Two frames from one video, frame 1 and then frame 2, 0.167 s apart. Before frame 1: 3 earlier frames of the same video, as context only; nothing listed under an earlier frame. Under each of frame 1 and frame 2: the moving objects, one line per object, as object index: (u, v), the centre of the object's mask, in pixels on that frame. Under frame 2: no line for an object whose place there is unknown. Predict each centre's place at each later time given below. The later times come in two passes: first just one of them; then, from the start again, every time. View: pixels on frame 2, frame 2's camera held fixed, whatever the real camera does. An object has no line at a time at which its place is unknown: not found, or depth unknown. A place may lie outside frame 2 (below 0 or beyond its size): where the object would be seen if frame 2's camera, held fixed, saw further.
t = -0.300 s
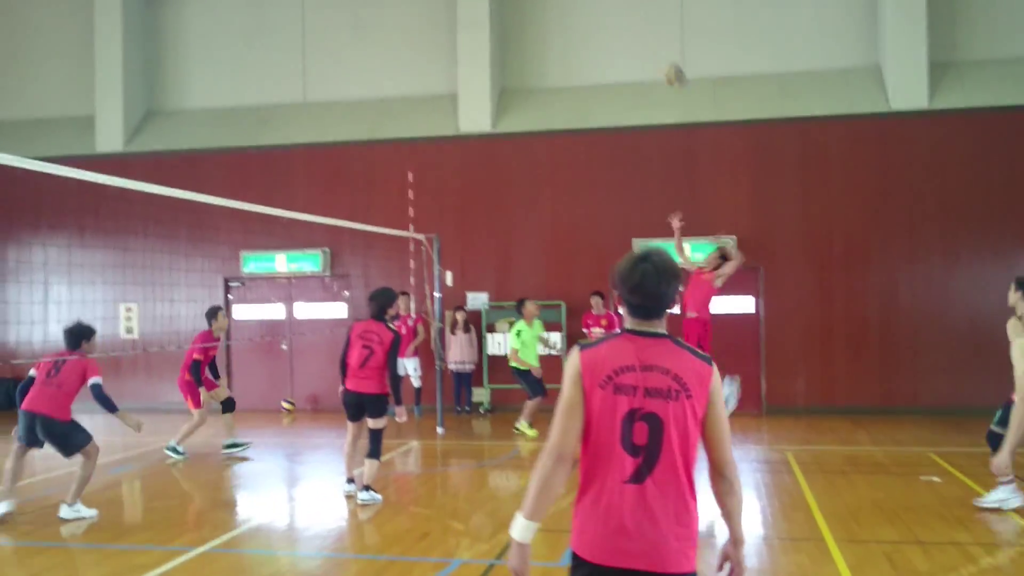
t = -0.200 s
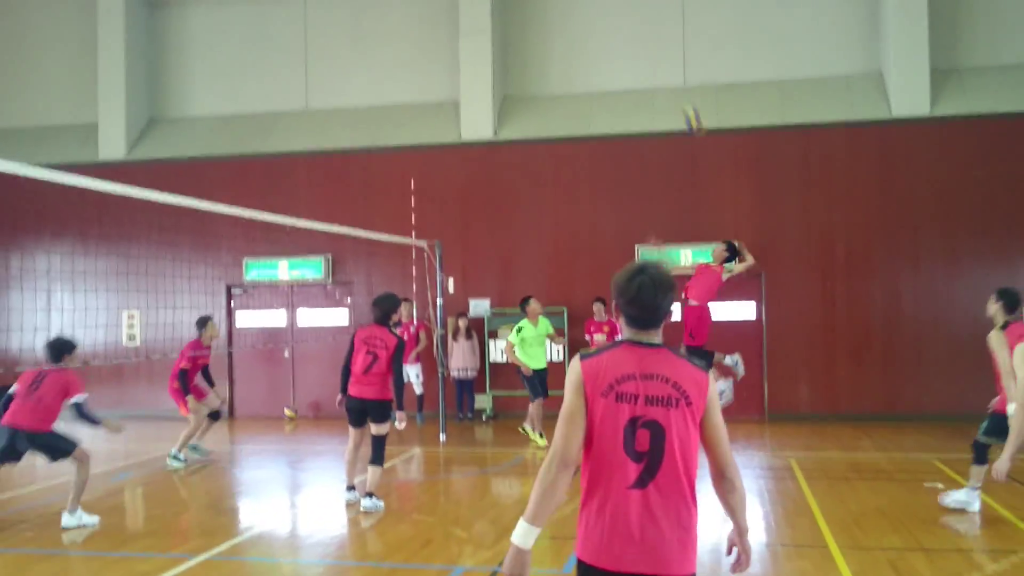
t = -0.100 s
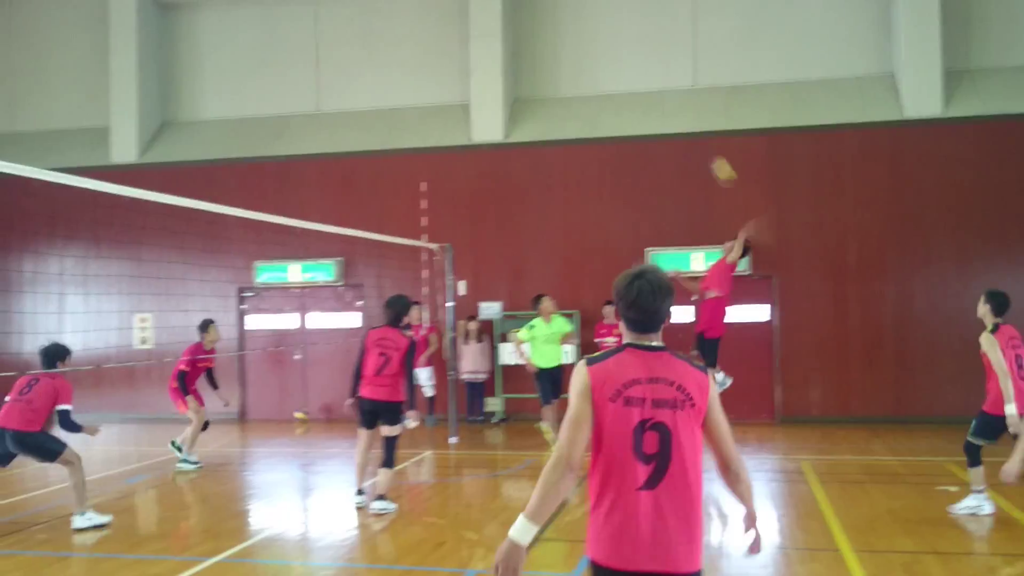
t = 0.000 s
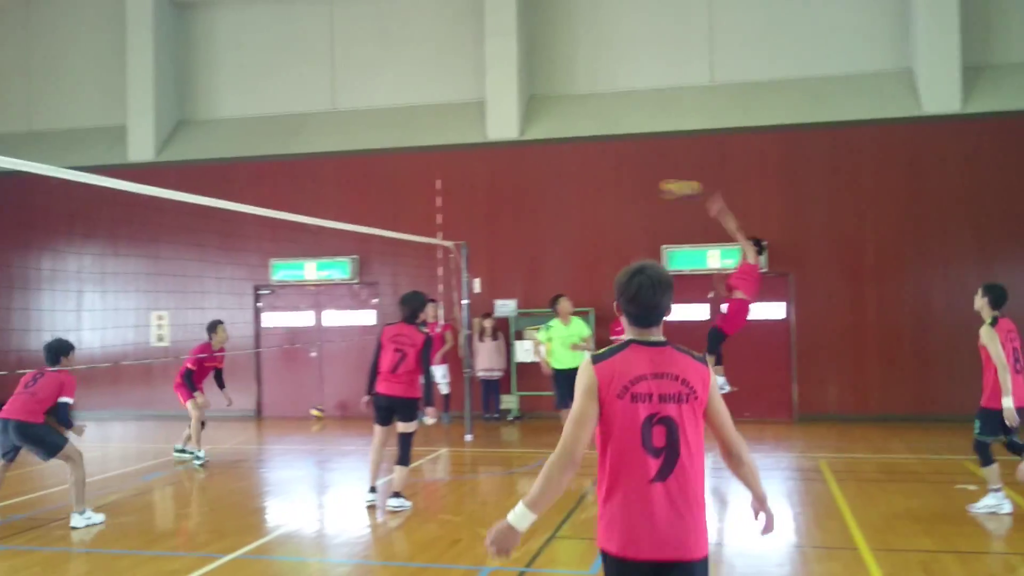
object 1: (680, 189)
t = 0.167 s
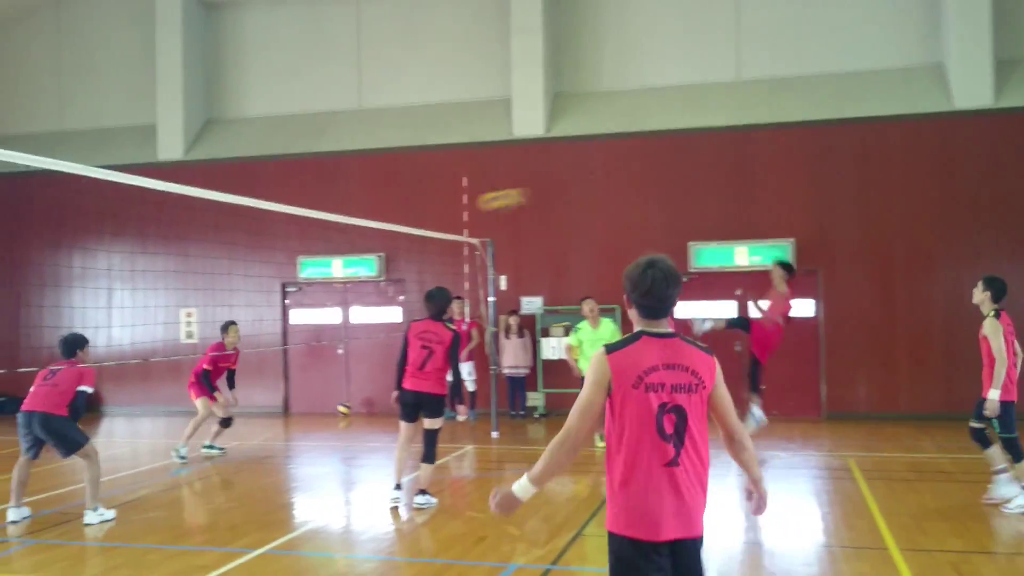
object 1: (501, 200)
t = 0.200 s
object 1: (459, 208)
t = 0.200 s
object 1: (459, 208)
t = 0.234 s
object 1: (416, 216)
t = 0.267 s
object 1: (379, 219)
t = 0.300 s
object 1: (350, 216)
